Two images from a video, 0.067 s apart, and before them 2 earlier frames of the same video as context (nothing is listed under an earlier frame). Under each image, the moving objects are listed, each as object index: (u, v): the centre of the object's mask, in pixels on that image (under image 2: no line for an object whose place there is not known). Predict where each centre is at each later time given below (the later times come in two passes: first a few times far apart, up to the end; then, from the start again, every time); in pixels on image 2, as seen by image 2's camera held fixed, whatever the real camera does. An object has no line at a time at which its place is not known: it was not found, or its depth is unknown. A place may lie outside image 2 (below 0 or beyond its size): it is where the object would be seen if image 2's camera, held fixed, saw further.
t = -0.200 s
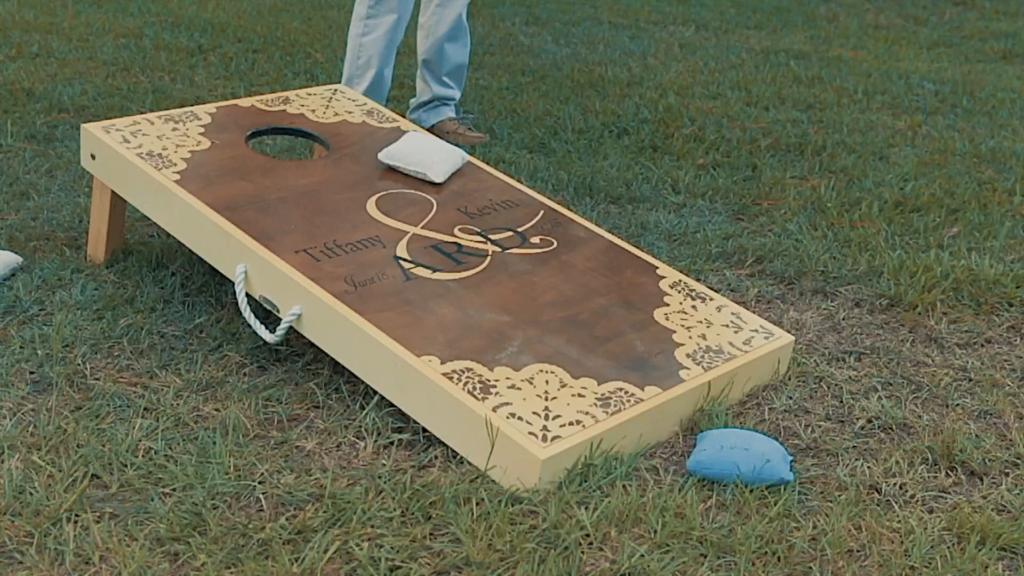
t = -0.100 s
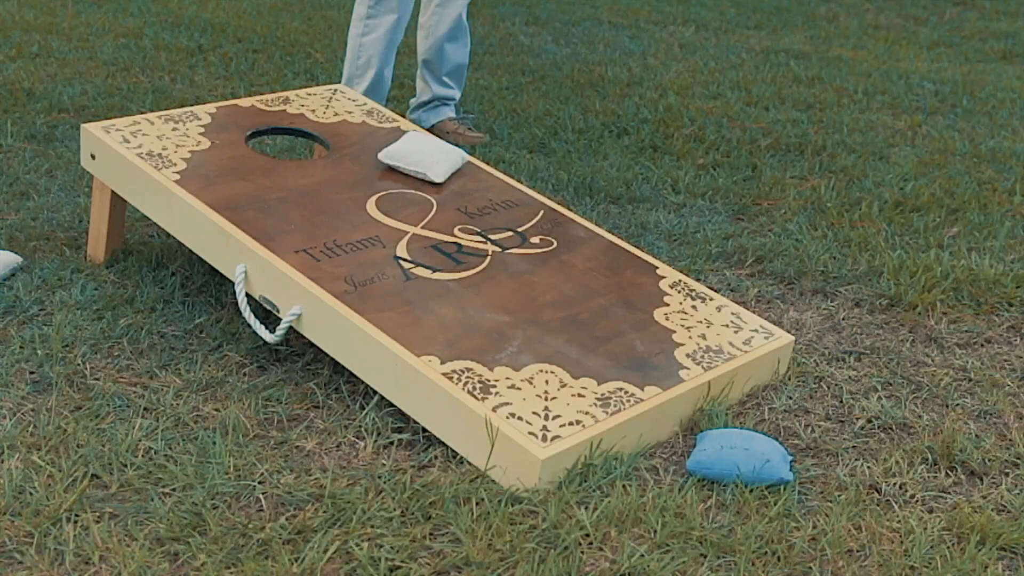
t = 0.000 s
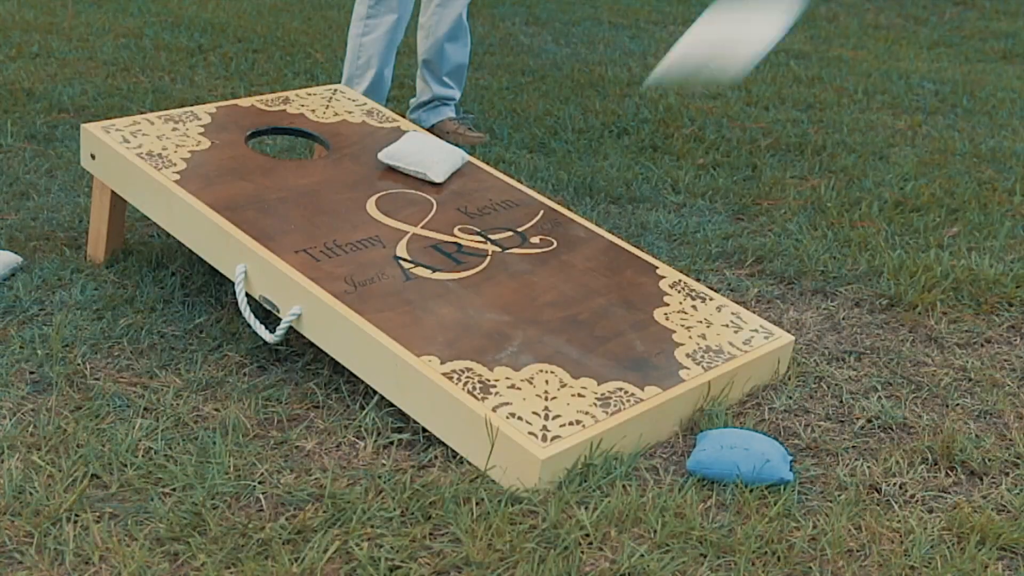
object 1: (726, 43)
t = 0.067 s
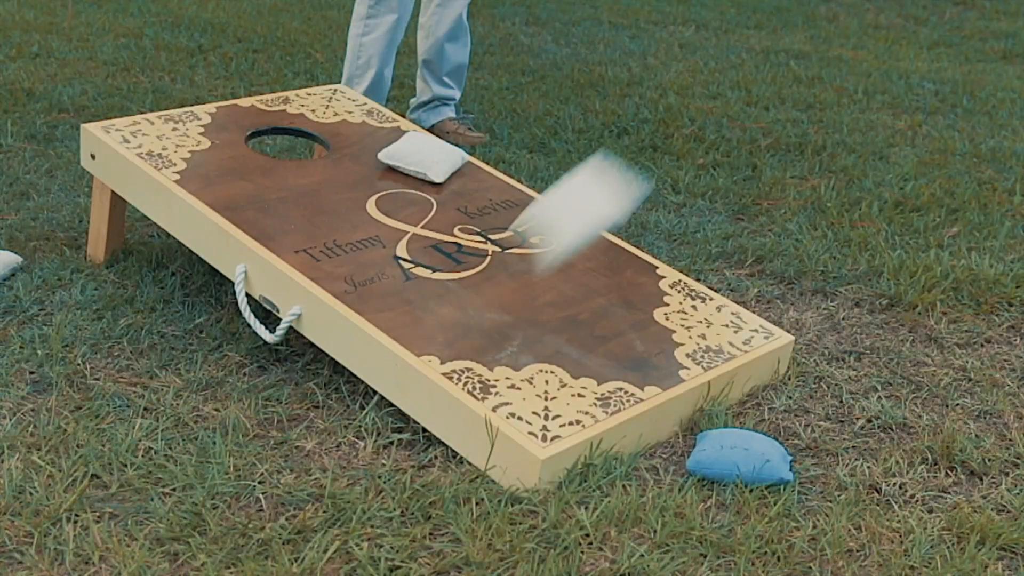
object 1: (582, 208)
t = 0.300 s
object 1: (412, 235)
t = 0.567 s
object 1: (330, 191)
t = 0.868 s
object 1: (283, 155)
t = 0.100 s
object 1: (517, 284)
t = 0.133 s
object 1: (481, 307)
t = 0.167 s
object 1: (468, 290)
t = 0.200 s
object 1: (454, 275)
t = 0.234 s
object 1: (439, 260)
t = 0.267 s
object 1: (425, 247)
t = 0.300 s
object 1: (412, 235)
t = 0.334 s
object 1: (400, 226)
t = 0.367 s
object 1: (389, 218)
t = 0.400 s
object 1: (378, 211)
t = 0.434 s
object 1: (368, 207)
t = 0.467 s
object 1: (357, 203)
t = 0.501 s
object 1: (347, 200)
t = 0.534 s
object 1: (338, 197)
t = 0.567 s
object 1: (330, 191)
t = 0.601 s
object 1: (324, 185)
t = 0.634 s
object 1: (318, 180)
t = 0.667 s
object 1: (313, 175)
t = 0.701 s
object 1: (306, 171)
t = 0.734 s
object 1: (300, 167)
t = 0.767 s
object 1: (295, 163)
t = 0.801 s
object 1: (290, 160)
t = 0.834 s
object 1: (286, 157)
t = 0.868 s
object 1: (283, 155)
